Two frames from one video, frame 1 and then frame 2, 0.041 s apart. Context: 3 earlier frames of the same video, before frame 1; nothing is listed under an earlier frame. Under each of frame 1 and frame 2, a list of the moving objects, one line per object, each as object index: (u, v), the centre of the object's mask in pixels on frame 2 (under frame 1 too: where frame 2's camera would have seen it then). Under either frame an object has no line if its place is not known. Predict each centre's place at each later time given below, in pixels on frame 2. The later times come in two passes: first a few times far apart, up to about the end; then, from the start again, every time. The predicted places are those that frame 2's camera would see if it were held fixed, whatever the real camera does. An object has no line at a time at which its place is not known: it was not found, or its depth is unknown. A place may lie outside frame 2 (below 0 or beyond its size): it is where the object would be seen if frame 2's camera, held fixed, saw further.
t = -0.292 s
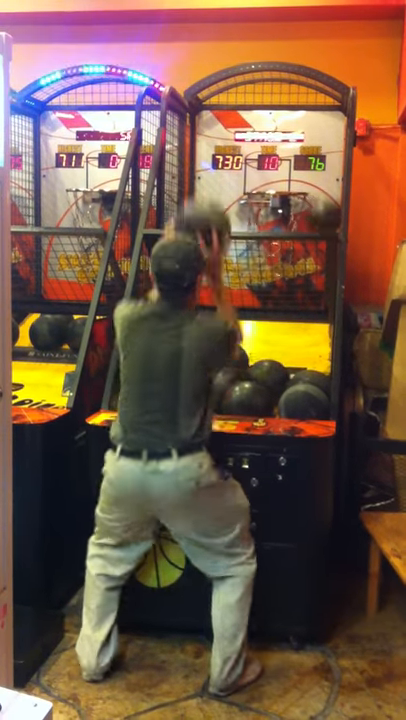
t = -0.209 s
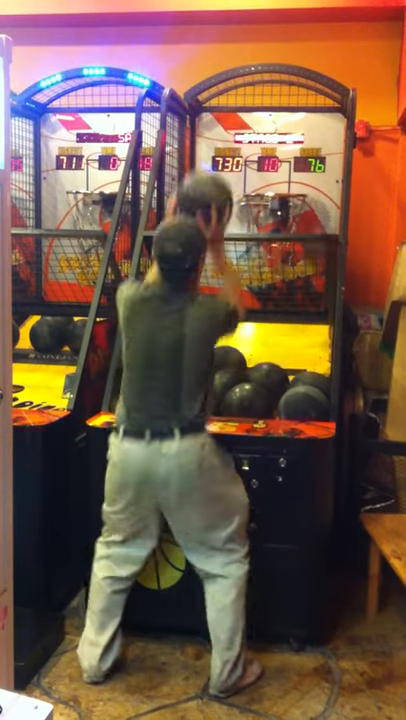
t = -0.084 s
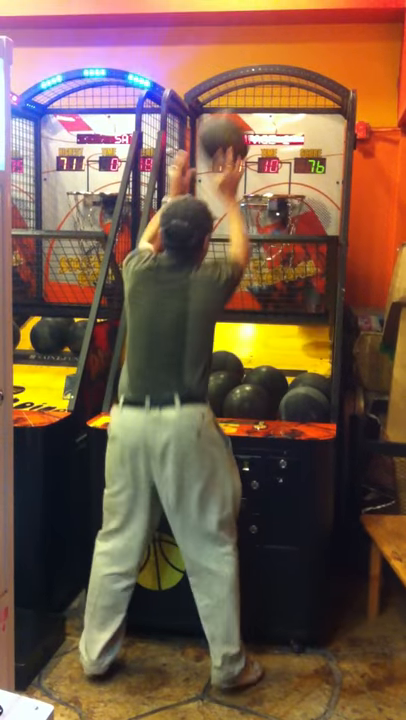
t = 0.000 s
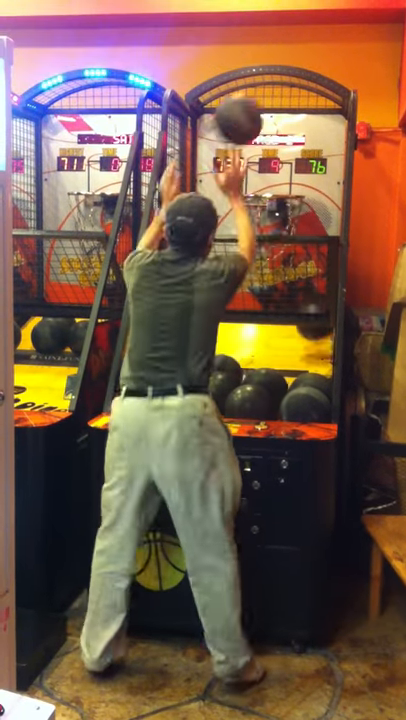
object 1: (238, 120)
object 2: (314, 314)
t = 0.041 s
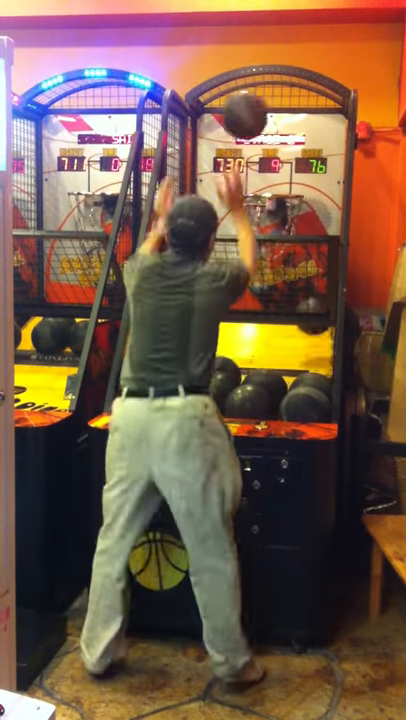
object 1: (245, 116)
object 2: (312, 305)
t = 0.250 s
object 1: (267, 145)
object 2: (308, 296)
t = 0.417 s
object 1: (266, 189)
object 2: (311, 309)
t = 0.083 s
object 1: (250, 115)
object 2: (311, 310)
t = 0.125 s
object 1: (254, 117)
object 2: (309, 301)
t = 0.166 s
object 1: (259, 124)
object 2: (308, 297)
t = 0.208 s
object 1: (263, 133)
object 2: (308, 296)
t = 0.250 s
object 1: (267, 145)
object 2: (308, 296)
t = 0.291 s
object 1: (270, 159)
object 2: (309, 296)
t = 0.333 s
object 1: (273, 173)
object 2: (309, 299)
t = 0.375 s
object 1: (275, 185)
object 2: (311, 301)
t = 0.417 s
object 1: (266, 189)
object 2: (311, 309)
